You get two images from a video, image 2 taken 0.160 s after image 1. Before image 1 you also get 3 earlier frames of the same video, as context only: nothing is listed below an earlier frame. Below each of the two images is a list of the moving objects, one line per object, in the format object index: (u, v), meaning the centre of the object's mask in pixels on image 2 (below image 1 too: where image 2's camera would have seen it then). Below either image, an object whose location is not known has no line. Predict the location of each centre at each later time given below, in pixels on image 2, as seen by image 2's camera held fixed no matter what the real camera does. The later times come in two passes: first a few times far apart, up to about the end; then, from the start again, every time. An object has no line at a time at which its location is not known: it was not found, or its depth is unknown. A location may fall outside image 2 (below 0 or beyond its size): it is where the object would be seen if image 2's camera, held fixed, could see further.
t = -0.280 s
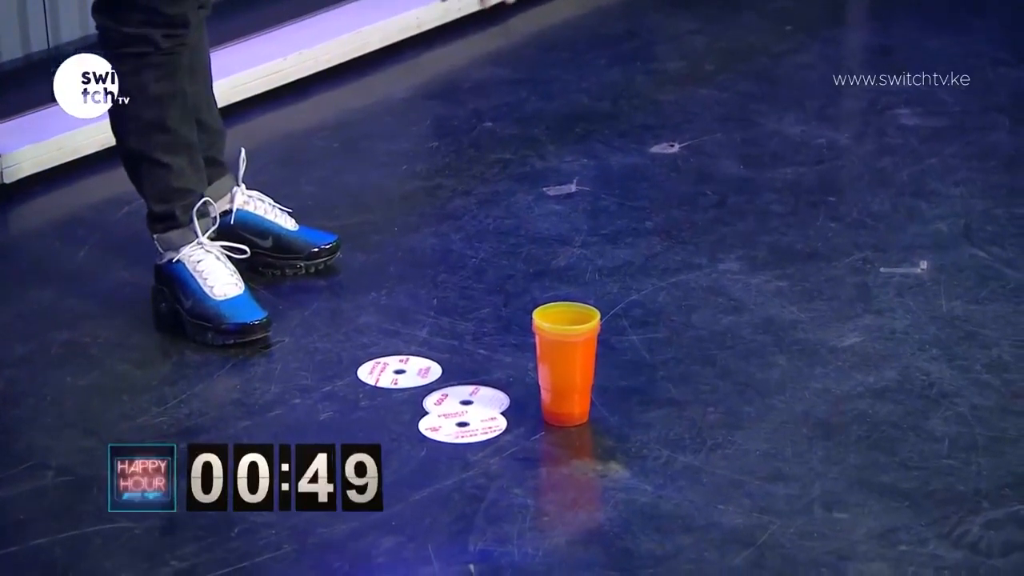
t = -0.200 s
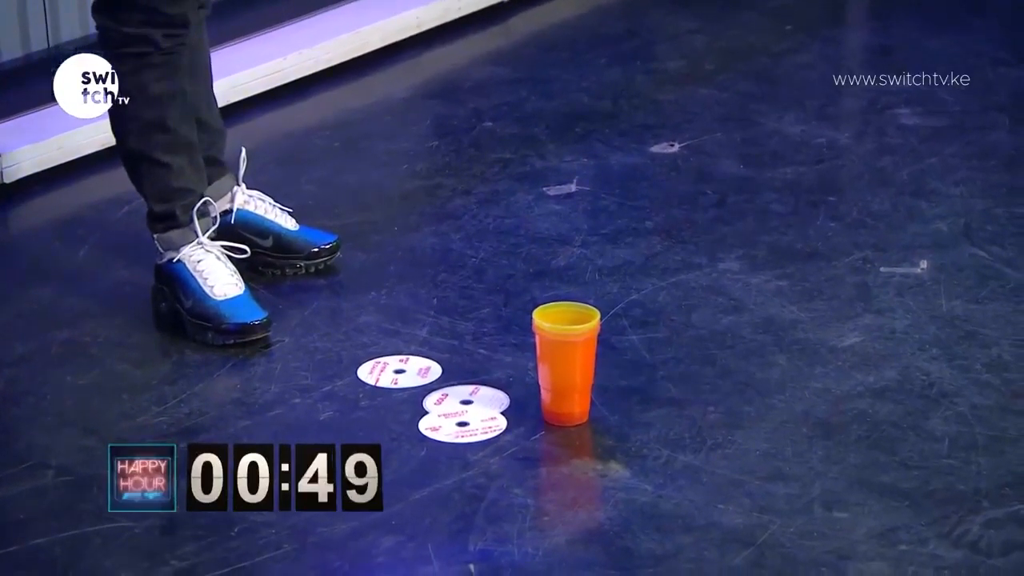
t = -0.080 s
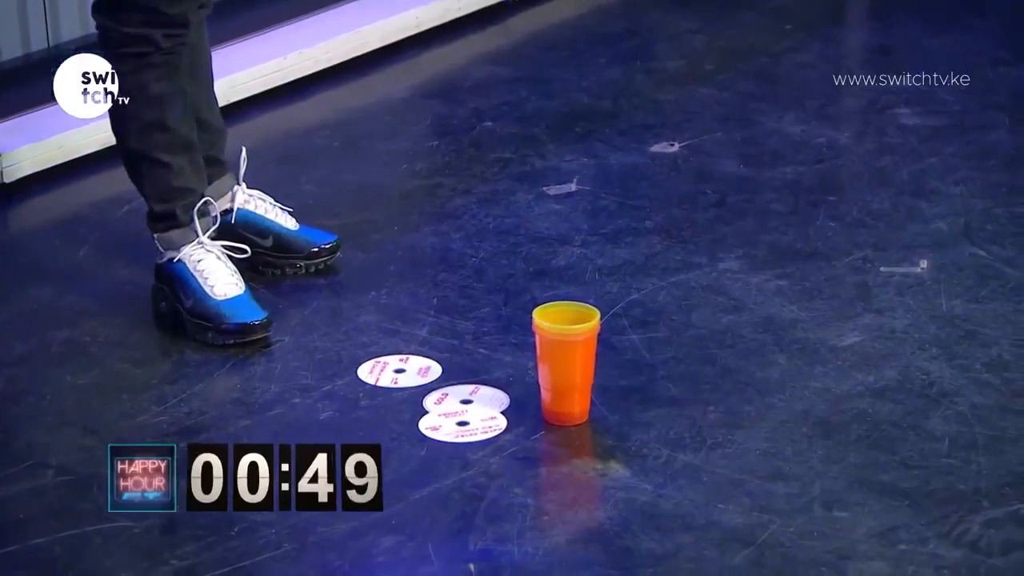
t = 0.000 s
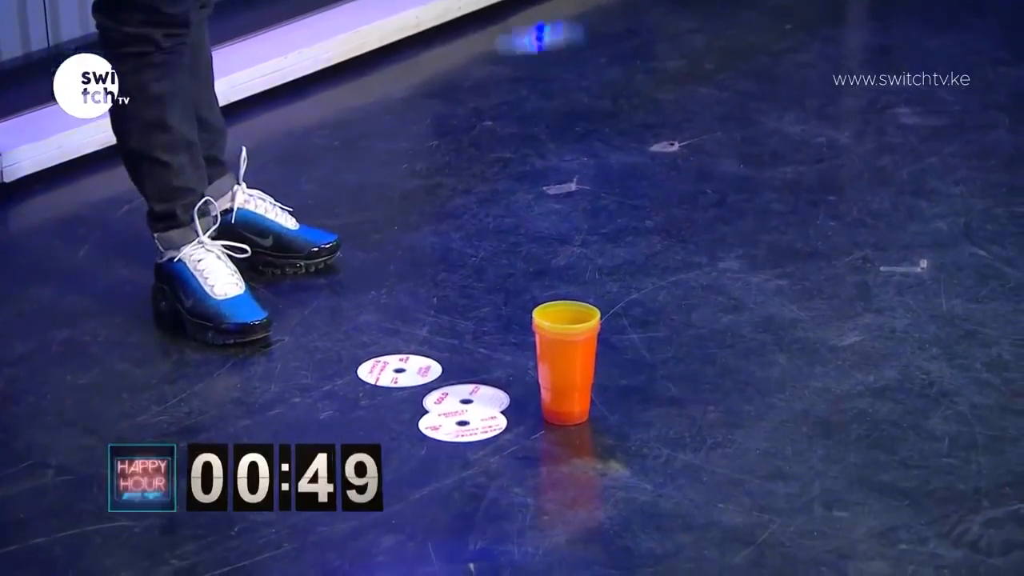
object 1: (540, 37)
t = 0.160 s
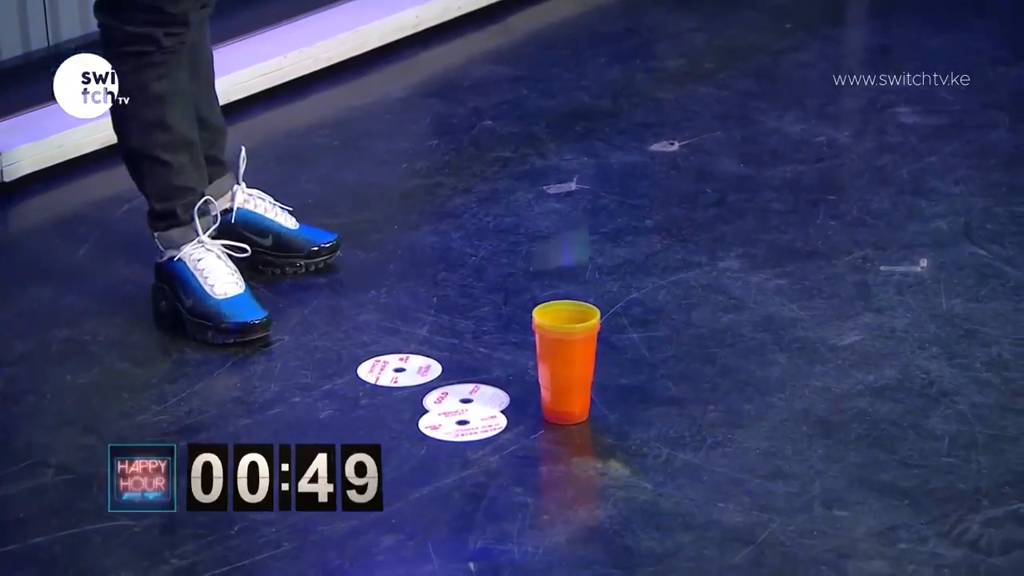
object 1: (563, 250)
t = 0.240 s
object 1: (578, 273)
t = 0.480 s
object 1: (614, 296)
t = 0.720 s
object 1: (633, 399)
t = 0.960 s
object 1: (634, 399)
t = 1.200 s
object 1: (634, 399)
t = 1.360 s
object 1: (634, 399)
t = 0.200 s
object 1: (573, 298)
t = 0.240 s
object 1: (578, 273)
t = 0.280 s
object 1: (583, 257)
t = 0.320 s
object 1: (591, 253)
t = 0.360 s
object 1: (596, 254)
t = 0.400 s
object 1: (602, 268)
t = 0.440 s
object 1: (610, 278)
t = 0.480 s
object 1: (614, 296)
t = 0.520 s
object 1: (624, 319)
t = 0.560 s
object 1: (629, 352)
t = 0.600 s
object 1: (635, 392)
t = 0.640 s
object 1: (633, 396)
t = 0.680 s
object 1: (633, 398)
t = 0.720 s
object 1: (633, 399)
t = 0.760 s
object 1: (634, 399)
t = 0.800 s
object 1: (634, 399)
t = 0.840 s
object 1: (634, 399)
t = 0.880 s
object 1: (634, 399)
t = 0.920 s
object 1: (634, 399)
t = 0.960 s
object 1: (634, 399)
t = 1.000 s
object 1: (634, 399)
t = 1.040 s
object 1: (634, 399)
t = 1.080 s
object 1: (634, 399)
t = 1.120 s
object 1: (634, 399)
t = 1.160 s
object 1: (634, 399)
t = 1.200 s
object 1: (634, 399)
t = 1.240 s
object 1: (634, 399)
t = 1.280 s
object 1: (634, 399)
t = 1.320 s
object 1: (634, 399)
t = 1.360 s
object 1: (634, 399)
